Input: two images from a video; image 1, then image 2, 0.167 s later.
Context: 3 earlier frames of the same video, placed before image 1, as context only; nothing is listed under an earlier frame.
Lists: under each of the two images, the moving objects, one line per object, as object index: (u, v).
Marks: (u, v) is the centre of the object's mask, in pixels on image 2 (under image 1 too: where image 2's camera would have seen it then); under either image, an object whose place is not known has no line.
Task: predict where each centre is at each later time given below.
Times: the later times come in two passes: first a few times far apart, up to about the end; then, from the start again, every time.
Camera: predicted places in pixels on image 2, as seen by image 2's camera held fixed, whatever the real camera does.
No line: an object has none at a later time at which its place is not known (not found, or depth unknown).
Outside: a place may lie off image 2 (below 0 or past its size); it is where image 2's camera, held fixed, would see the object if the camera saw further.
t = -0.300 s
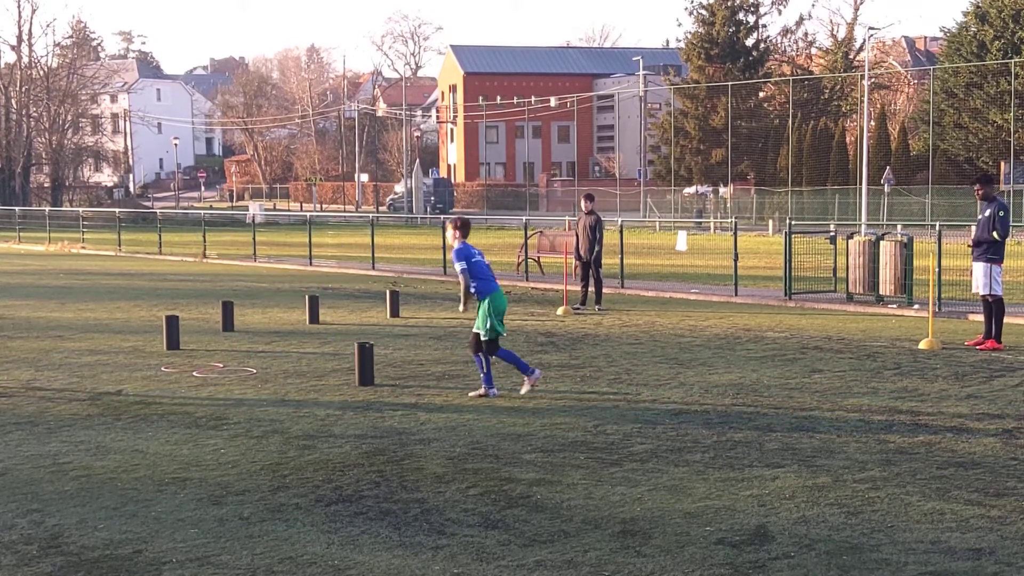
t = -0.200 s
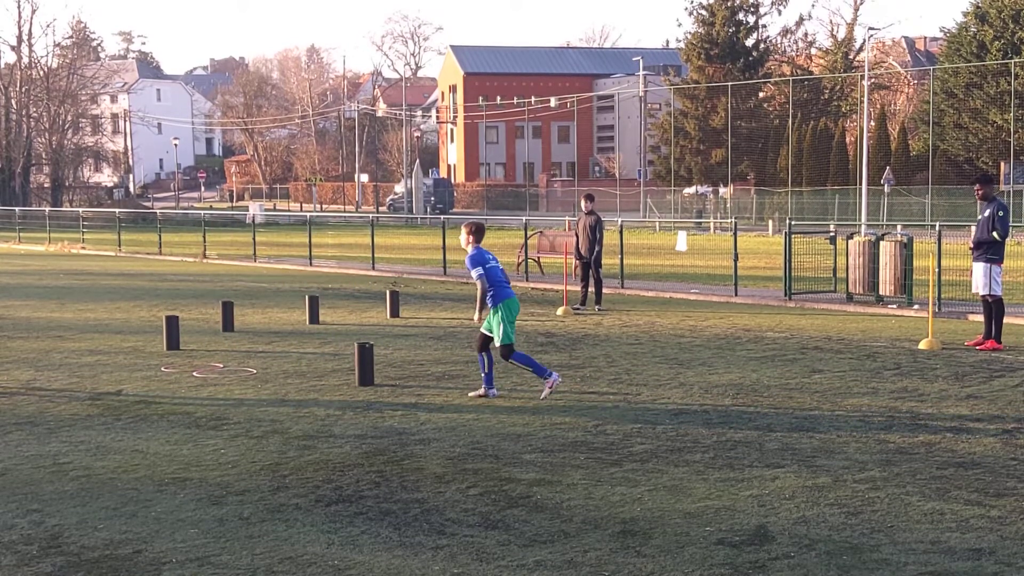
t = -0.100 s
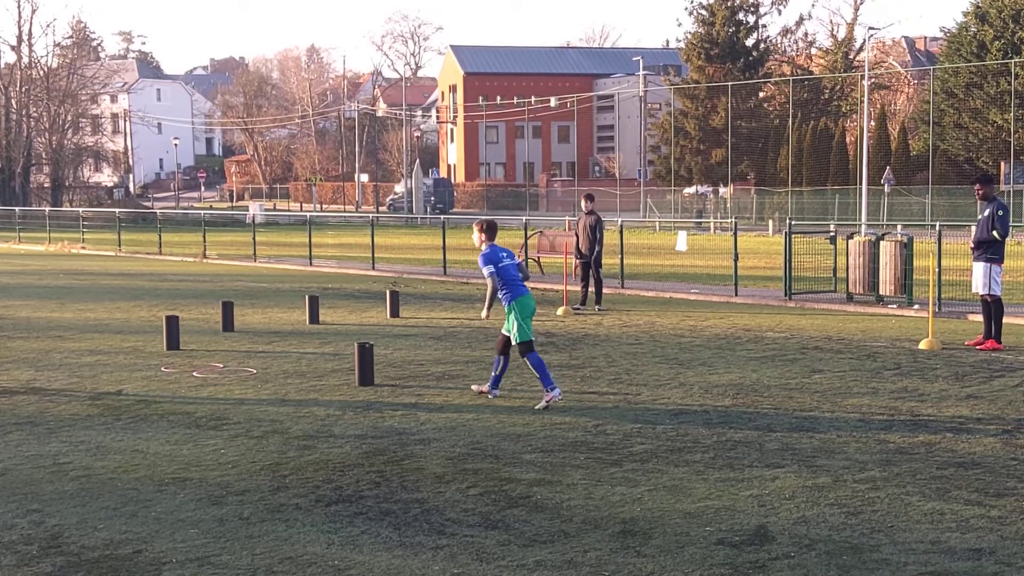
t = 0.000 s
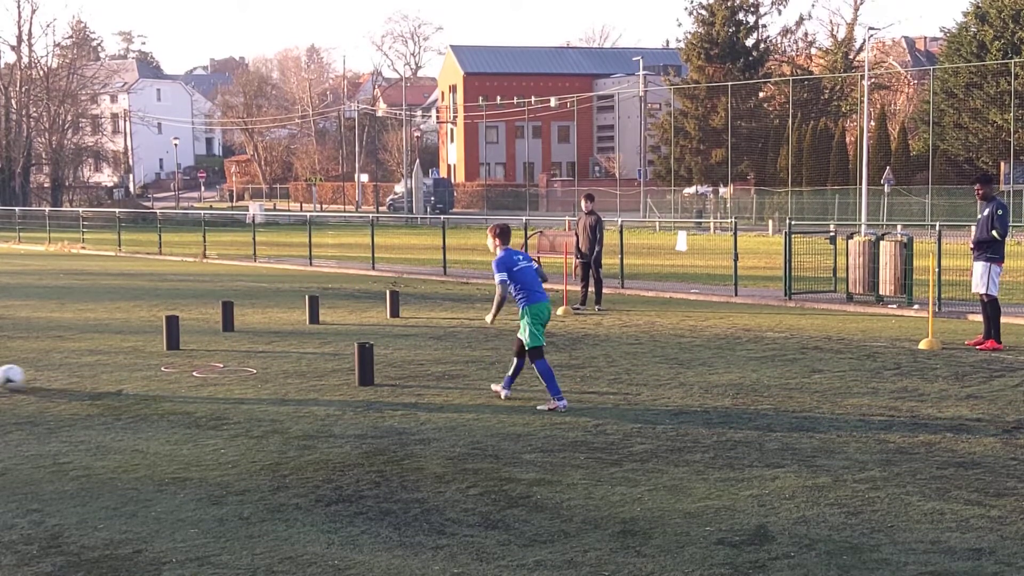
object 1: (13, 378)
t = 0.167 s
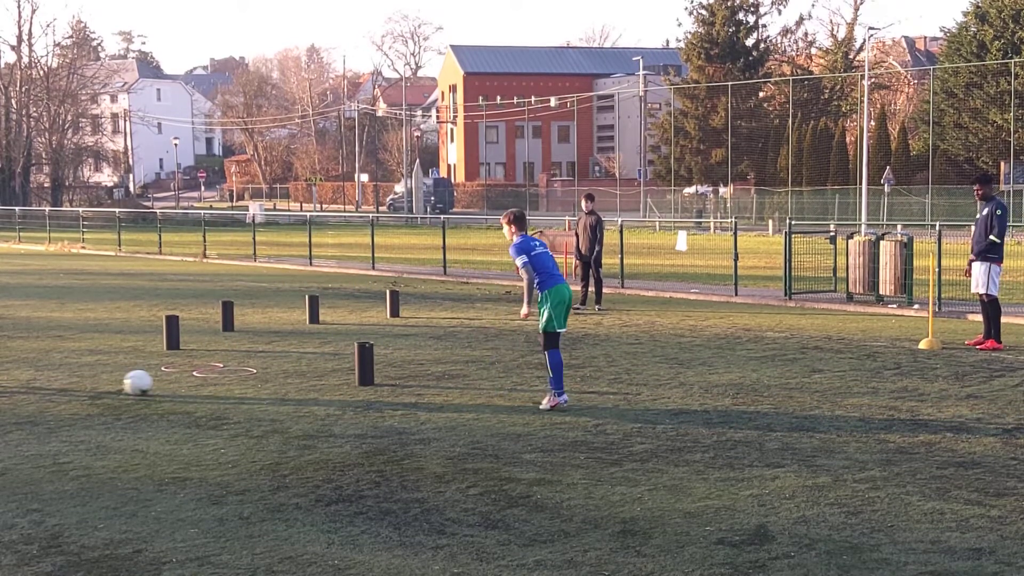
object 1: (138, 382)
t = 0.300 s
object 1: (230, 382)
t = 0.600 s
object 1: (404, 385)
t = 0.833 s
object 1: (524, 388)
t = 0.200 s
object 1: (161, 382)
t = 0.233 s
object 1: (184, 382)
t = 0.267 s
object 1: (208, 383)
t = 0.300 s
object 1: (230, 382)
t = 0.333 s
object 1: (251, 382)
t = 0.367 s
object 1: (273, 384)
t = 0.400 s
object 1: (293, 384)
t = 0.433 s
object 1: (312, 384)
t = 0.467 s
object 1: (332, 385)
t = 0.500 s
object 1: (351, 384)
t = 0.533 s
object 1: (370, 386)
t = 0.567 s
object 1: (387, 385)
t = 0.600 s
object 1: (404, 385)
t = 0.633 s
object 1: (421, 385)
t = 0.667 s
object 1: (438, 387)
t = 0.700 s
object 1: (455, 386)
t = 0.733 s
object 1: (473, 387)
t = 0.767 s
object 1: (490, 387)
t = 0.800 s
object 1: (507, 387)
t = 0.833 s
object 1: (524, 388)
